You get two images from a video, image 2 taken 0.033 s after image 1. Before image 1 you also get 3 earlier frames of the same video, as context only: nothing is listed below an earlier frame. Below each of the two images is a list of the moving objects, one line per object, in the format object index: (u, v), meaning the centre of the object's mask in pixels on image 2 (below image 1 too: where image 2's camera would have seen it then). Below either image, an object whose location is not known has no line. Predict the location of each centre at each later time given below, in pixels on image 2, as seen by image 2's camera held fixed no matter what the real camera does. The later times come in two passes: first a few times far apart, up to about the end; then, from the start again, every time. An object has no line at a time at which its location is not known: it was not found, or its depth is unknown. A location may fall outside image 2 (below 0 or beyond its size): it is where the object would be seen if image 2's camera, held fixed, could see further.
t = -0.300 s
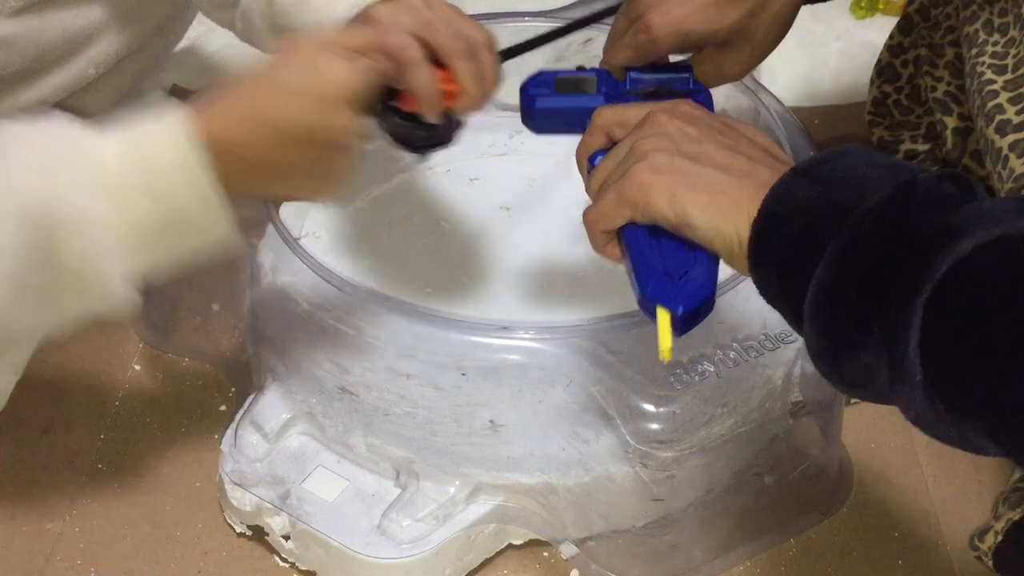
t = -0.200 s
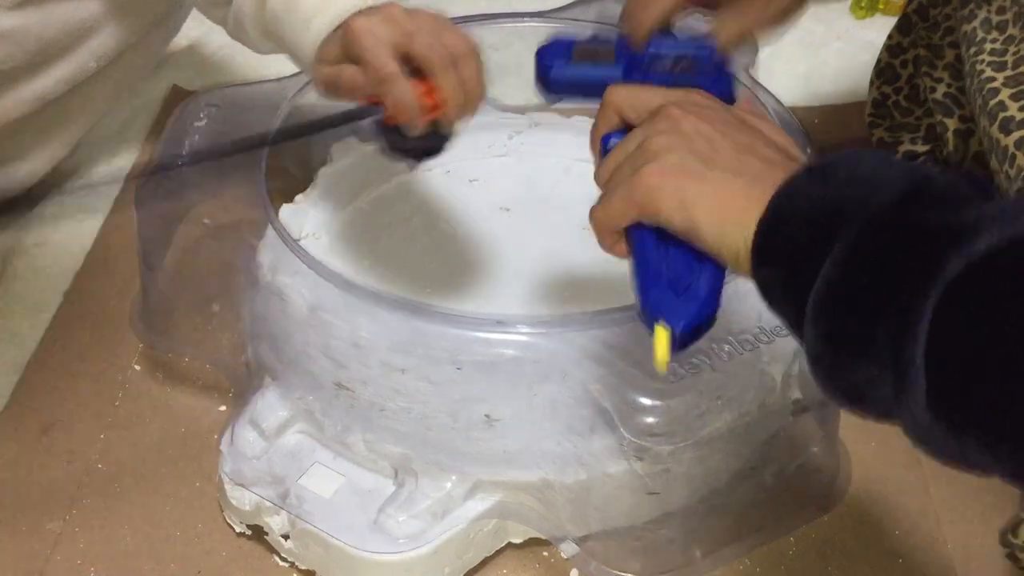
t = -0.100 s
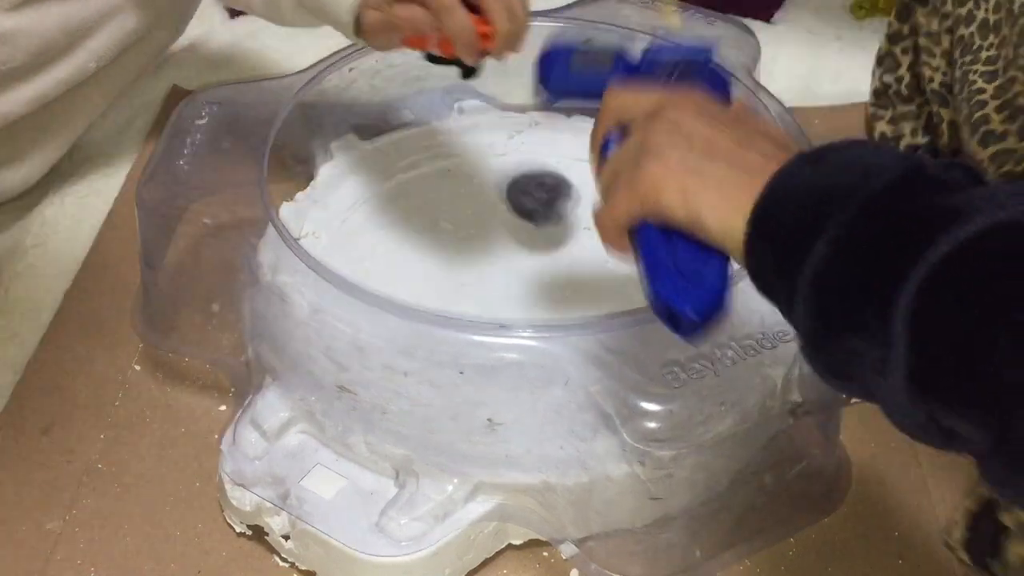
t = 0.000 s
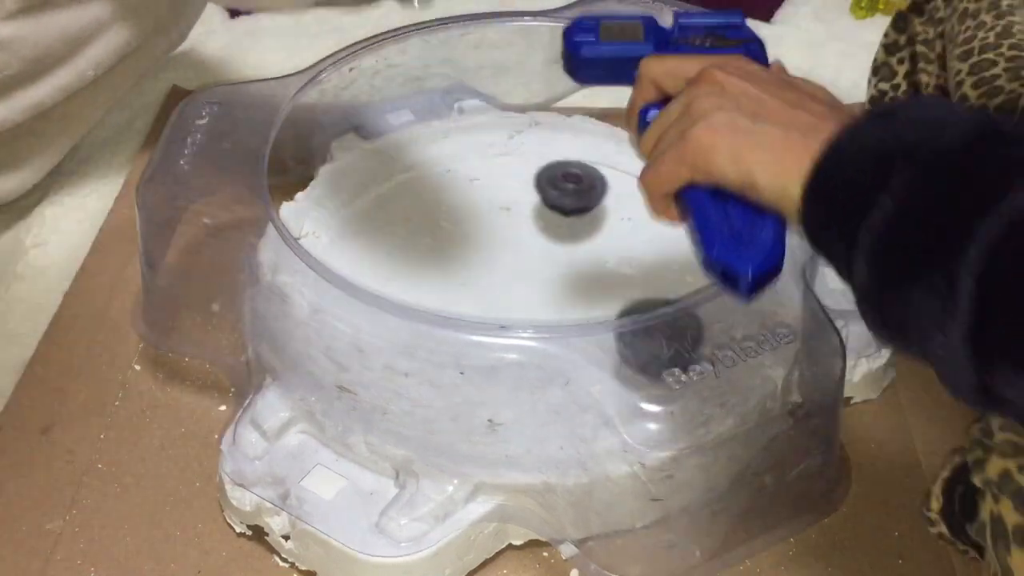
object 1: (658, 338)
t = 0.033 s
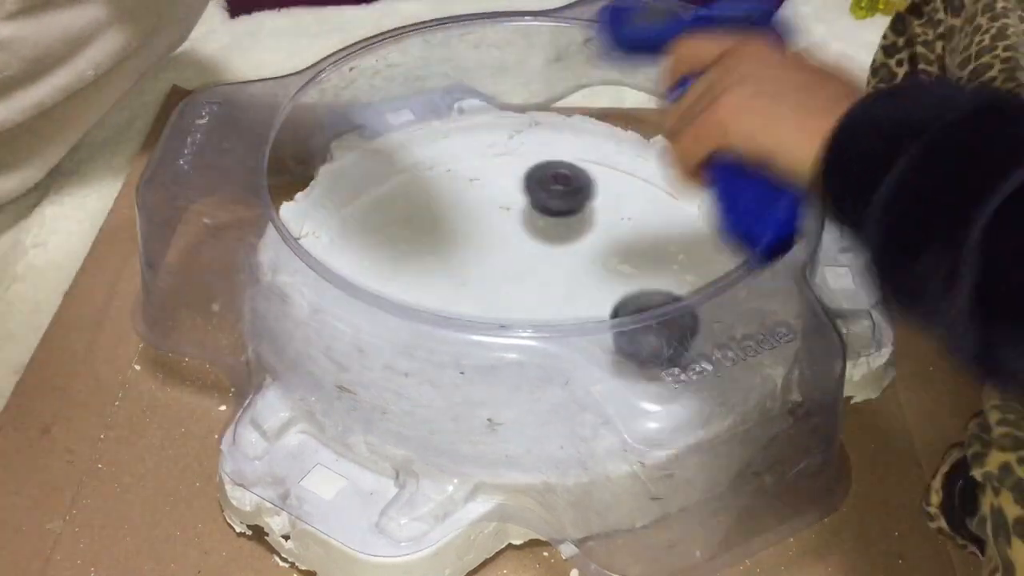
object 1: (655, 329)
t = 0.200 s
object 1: (600, 235)
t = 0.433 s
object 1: (444, 236)
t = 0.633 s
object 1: (481, 297)
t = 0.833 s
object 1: (540, 277)
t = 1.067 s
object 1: (499, 268)
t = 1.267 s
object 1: (498, 268)
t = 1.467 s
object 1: (502, 267)
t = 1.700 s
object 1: (502, 268)
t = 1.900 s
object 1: (501, 268)
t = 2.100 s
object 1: (499, 269)
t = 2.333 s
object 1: (503, 268)
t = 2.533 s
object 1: (502, 264)
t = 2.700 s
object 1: (515, 265)
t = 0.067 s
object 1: (648, 312)
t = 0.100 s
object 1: (641, 288)
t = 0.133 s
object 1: (634, 275)
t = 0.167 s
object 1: (617, 251)
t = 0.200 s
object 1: (600, 235)
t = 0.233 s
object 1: (581, 223)
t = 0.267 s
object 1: (558, 216)
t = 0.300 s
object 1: (534, 213)
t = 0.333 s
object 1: (509, 213)
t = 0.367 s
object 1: (482, 217)
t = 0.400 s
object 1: (458, 225)
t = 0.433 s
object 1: (444, 236)
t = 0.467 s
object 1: (435, 250)
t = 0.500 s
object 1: (434, 264)
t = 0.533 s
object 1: (439, 277)
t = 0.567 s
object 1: (450, 286)
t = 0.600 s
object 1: (464, 293)
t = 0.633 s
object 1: (481, 297)
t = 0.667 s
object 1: (499, 300)
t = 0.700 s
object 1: (515, 300)
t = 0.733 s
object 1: (529, 297)
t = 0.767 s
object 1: (538, 292)
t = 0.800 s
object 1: (541, 285)
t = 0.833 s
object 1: (540, 277)
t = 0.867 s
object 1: (535, 271)
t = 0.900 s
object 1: (527, 266)
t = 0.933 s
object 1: (520, 263)
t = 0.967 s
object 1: (510, 264)
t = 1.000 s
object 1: (501, 265)
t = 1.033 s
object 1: (498, 267)
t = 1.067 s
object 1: (499, 268)
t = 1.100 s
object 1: (498, 268)
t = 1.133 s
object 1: (499, 268)
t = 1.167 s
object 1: (499, 267)
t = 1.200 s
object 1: (498, 268)
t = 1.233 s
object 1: (500, 268)
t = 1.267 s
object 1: (498, 268)
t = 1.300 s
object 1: (500, 269)
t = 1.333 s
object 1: (499, 268)
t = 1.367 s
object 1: (497, 268)
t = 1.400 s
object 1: (501, 268)
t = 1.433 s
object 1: (502, 267)
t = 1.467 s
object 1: (502, 267)
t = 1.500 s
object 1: (502, 268)
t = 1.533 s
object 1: (502, 267)
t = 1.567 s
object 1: (502, 268)
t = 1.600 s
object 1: (503, 267)
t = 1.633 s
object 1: (501, 268)
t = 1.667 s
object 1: (502, 270)
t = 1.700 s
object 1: (502, 268)
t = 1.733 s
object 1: (502, 267)
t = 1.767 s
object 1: (502, 270)
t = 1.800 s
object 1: (503, 269)
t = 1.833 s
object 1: (501, 267)
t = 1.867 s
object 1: (499, 267)
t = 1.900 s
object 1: (501, 268)
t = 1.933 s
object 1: (504, 267)
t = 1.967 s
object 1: (502, 267)
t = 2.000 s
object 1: (503, 269)
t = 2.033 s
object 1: (504, 269)
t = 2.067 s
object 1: (501, 267)
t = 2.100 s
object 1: (499, 269)
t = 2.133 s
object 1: (504, 269)
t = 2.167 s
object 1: (509, 267)
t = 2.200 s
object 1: (509, 266)
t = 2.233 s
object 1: (506, 265)
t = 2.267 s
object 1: (504, 267)
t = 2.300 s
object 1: (503, 267)
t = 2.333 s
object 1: (503, 268)
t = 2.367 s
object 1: (504, 266)
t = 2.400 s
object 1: (503, 264)
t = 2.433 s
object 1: (504, 265)
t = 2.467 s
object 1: (504, 265)
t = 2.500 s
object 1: (504, 264)
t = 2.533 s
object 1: (502, 264)
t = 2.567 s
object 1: (507, 265)
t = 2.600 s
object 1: (511, 264)
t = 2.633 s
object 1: (513, 264)
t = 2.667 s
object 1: (515, 264)
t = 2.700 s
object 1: (515, 265)
